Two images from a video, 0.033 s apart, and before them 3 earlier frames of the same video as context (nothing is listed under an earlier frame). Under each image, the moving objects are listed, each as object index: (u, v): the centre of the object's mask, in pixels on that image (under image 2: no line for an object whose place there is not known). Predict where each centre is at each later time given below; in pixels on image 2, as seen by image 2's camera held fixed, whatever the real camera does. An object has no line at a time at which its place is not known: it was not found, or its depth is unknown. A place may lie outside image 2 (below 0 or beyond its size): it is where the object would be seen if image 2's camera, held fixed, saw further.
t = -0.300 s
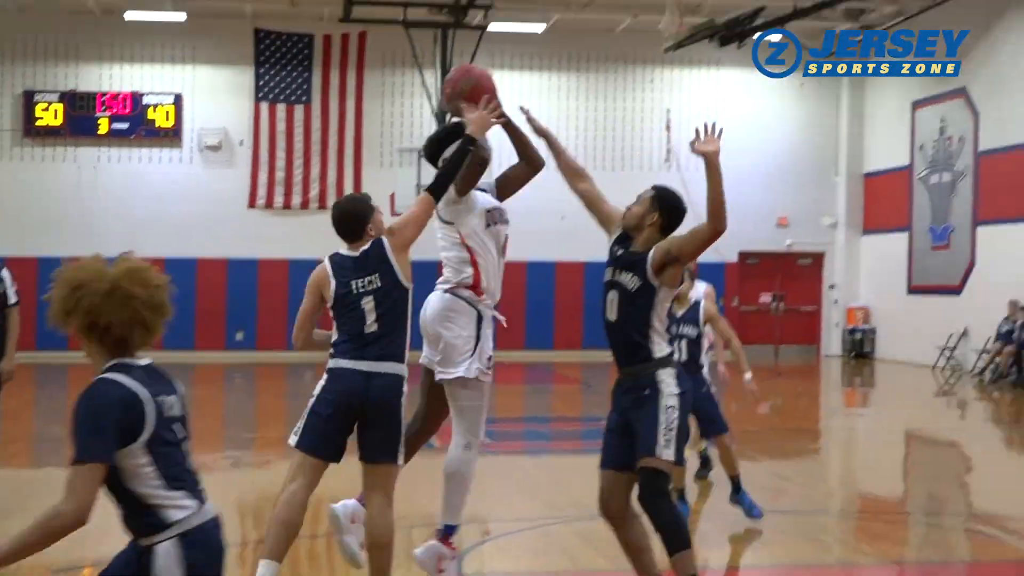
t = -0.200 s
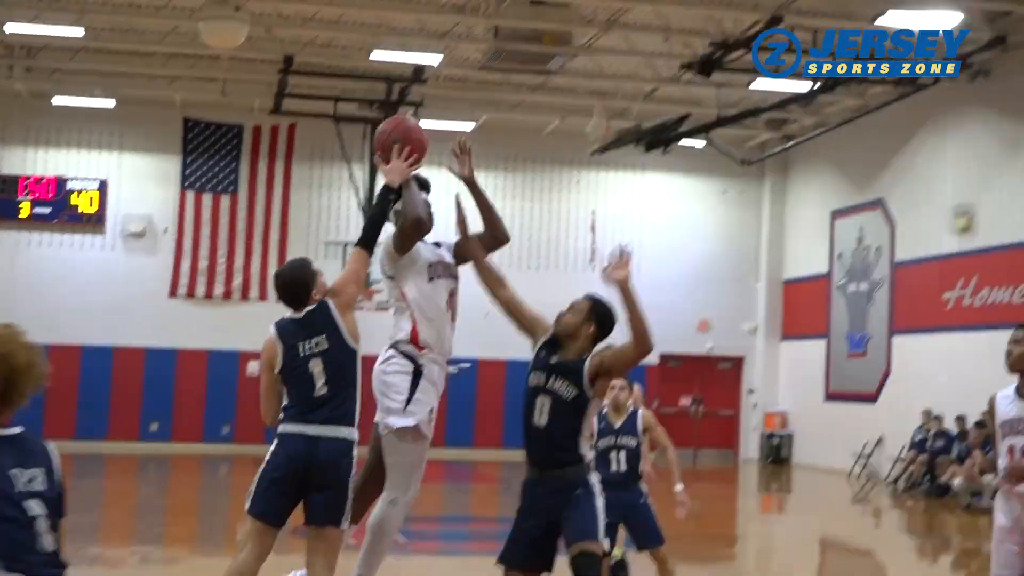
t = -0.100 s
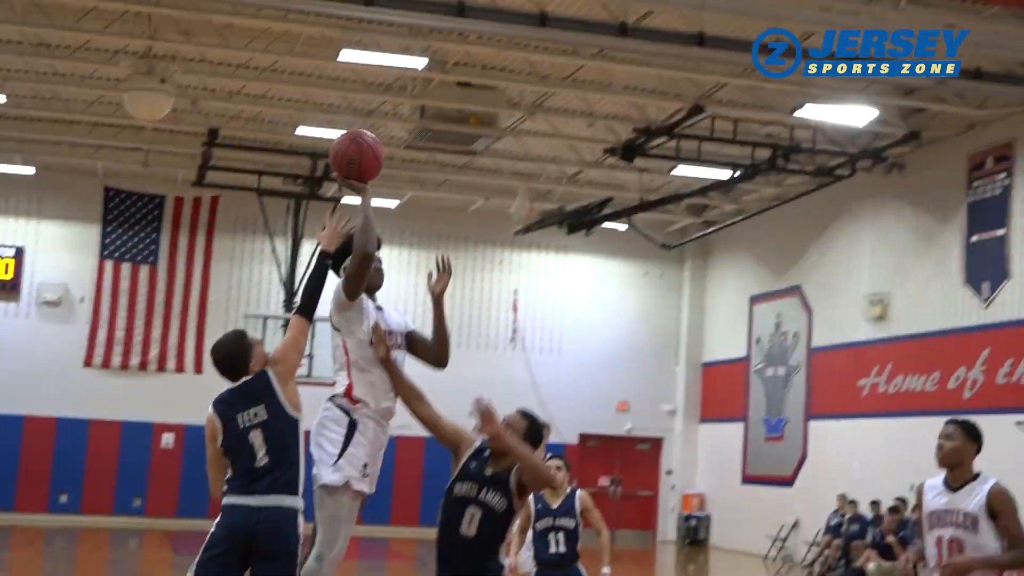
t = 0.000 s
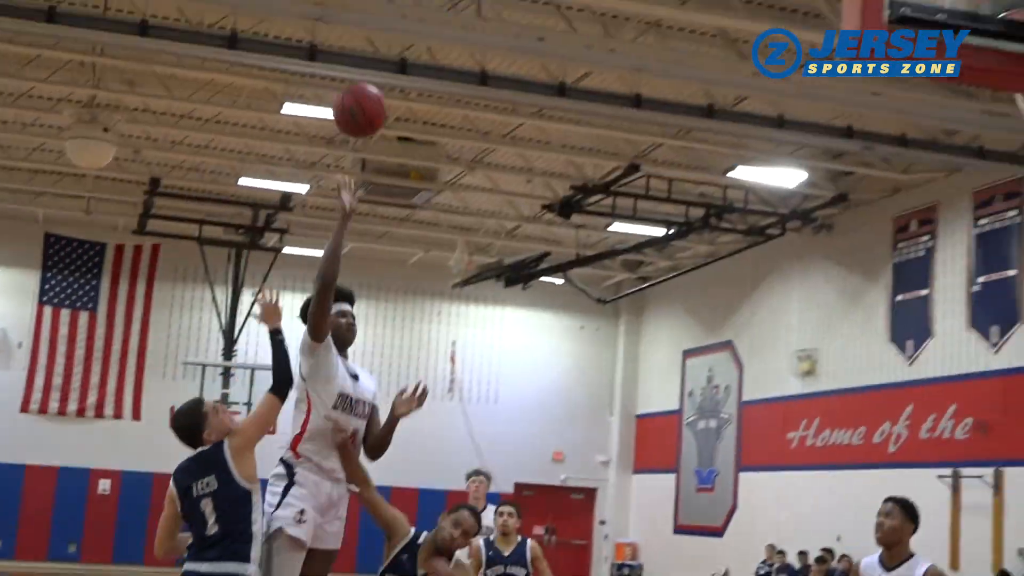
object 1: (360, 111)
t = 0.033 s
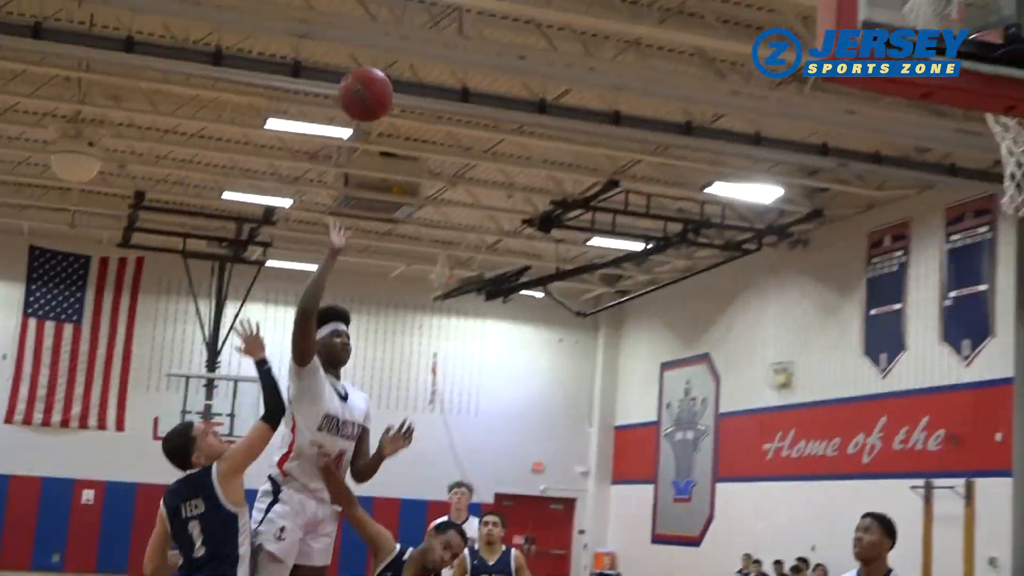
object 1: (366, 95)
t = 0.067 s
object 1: (387, 65)
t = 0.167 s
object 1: (454, -16)
